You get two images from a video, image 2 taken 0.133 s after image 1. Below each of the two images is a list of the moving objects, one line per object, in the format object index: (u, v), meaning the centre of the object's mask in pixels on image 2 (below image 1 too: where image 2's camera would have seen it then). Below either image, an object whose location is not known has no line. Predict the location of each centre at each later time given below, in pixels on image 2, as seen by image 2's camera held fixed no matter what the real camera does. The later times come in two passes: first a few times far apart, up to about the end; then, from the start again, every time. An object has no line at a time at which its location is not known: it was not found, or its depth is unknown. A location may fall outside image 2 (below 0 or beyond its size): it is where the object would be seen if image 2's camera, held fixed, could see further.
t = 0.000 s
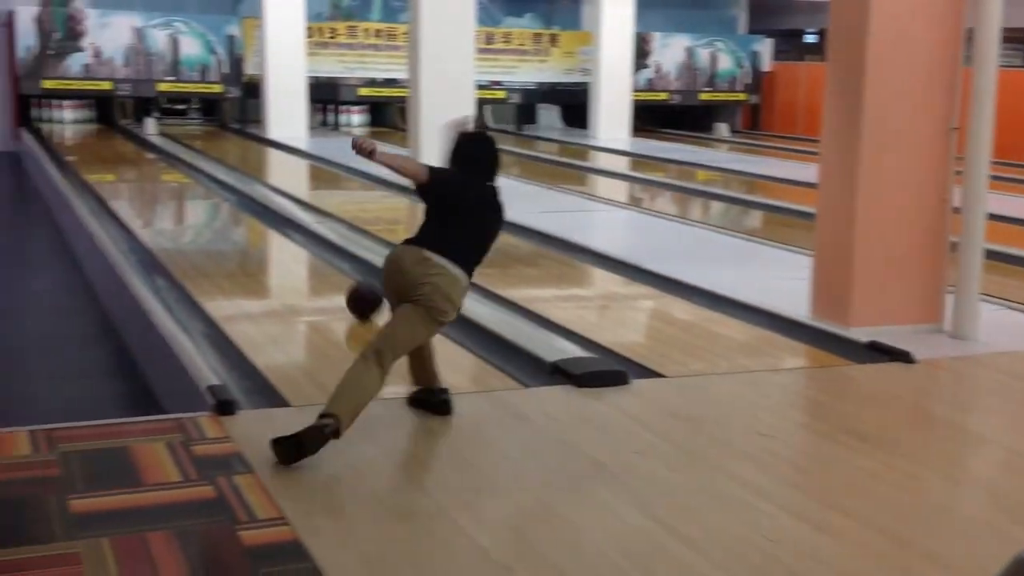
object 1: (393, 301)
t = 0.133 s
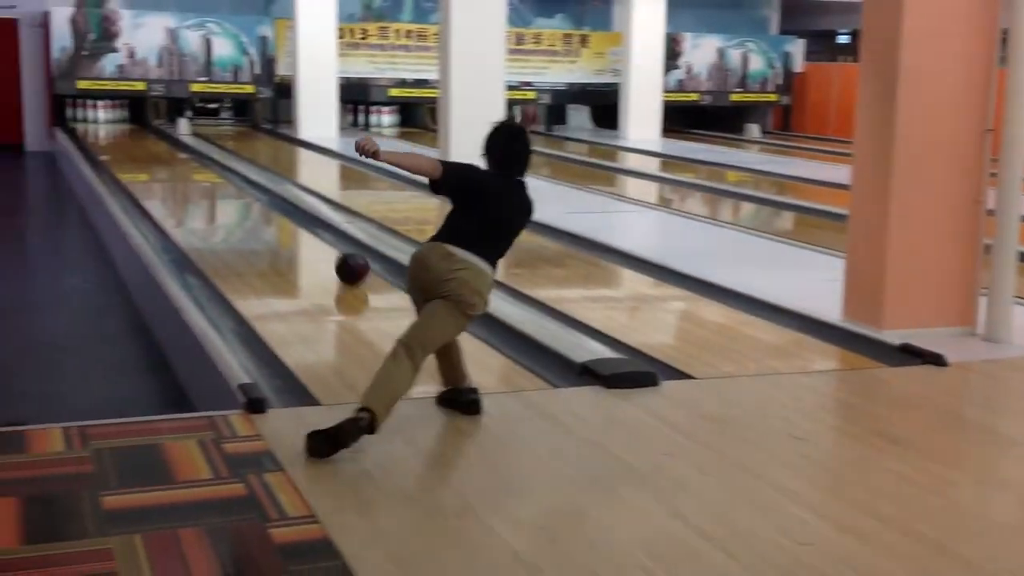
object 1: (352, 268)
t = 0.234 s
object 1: (325, 249)
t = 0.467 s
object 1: (278, 216)
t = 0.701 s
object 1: (243, 190)
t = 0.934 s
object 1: (216, 172)
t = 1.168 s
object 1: (194, 158)
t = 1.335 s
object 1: (180, 149)
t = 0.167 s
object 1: (343, 261)
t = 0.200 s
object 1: (334, 255)
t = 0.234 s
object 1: (325, 249)
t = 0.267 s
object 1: (318, 243)
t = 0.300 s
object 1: (311, 238)
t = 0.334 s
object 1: (303, 233)
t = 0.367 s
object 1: (297, 228)
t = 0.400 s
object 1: (290, 224)
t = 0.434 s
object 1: (284, 220)
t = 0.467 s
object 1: (278, 216)
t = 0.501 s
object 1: (272, 212)
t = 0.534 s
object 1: (267, 207)
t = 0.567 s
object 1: (262, 204)
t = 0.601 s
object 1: (258, 200)
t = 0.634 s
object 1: (253, 196)
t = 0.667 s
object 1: (248, 194)
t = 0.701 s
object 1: (243, 190)
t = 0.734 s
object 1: (240, 186)
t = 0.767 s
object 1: (235, 184)
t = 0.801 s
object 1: (231, 182)
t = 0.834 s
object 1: (227, 180)
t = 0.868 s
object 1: (224, 176)
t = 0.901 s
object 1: (220, 173)
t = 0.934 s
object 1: (216, 172)
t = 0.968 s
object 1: (213, 169)
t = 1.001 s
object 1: (209, 168)
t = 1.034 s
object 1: (206, 166)
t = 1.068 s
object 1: (203, 163)
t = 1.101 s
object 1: (200, 162)
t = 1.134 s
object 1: (197, 160)
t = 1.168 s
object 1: (194, 158)
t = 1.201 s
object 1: (191, 155)
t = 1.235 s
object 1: (188, 153)
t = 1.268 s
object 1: (185, 153)
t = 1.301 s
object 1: (182, 151)
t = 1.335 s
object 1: (180, 149)
